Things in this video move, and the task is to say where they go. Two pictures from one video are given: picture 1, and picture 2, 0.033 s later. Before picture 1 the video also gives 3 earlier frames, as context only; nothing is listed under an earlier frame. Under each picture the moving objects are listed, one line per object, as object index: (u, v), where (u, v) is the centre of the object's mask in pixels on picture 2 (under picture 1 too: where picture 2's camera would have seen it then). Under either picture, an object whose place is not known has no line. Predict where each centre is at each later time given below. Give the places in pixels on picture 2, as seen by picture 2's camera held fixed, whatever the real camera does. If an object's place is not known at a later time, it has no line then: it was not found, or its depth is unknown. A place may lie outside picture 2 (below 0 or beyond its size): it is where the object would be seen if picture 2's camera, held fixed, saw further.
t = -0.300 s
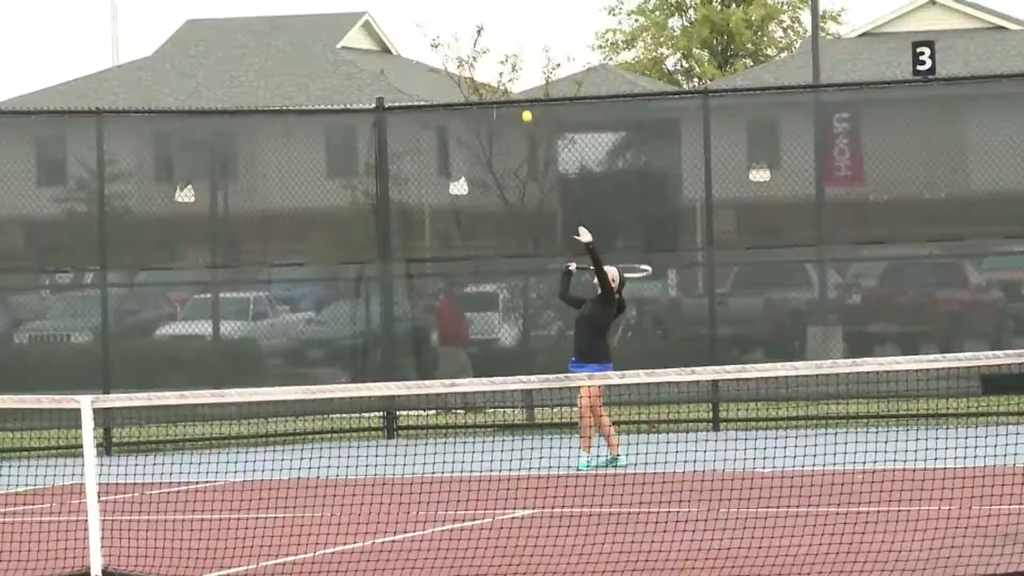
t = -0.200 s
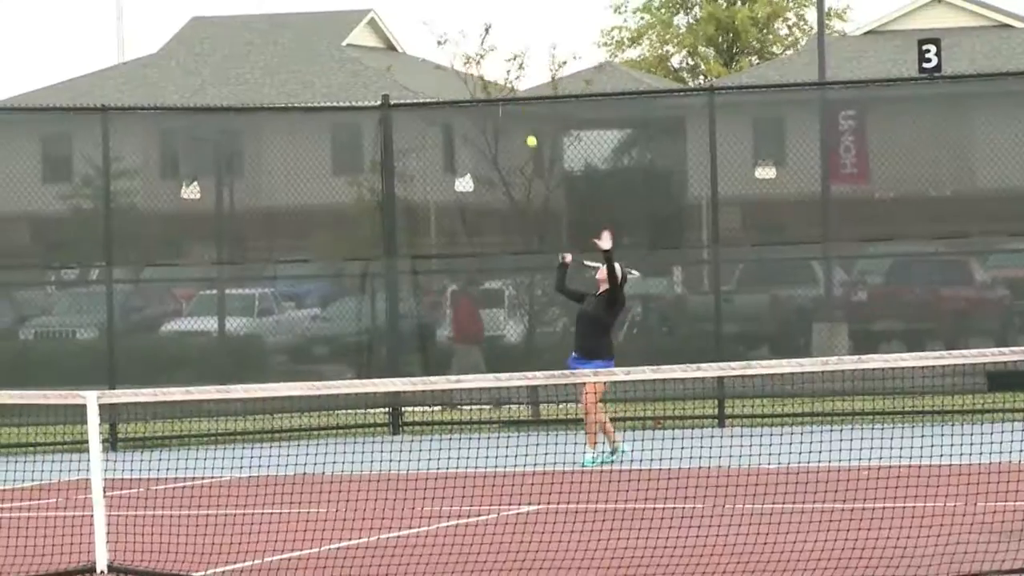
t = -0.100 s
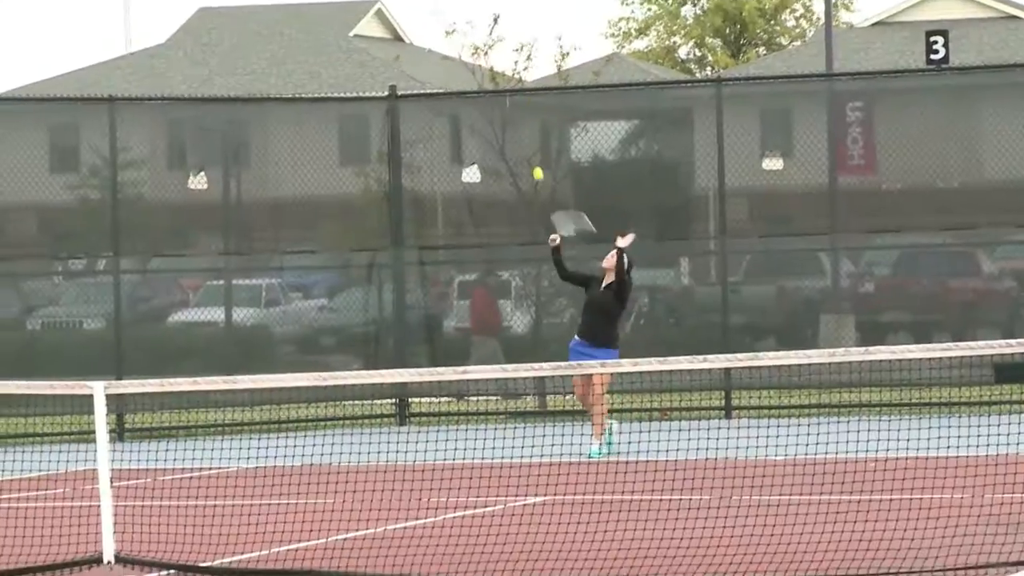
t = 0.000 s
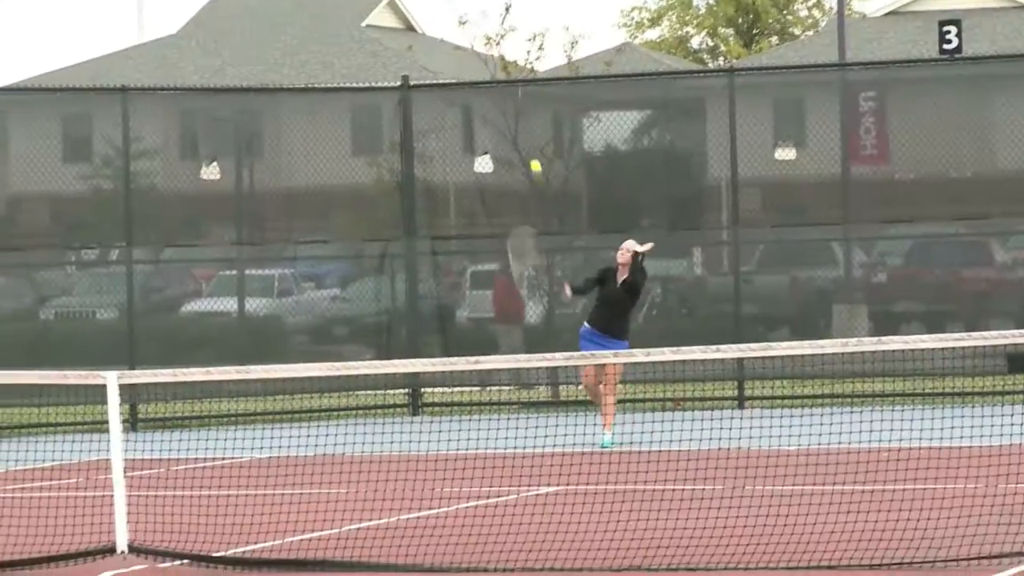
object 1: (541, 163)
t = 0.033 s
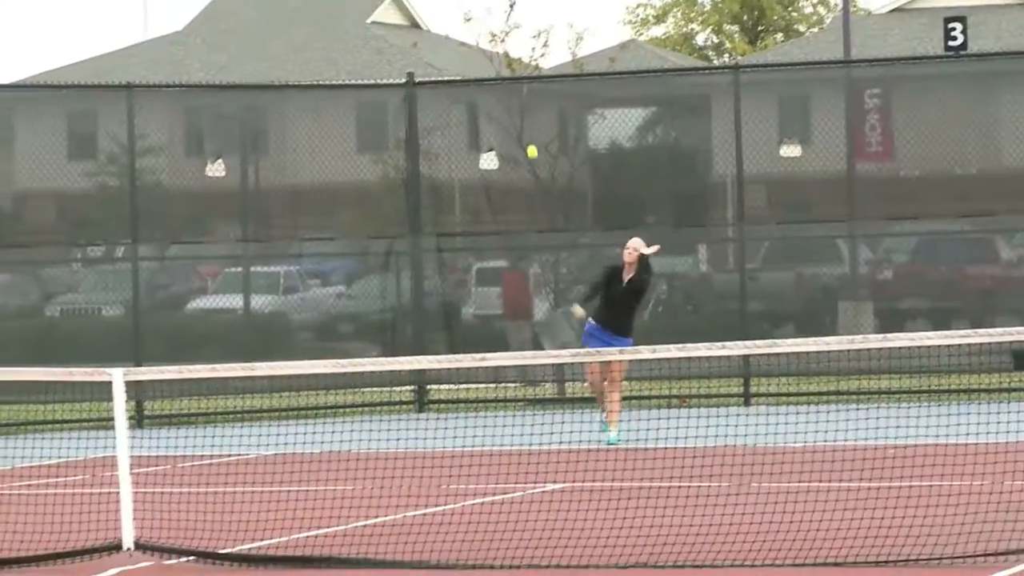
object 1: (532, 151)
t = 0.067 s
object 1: (523, 141)
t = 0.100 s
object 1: (513, 132)
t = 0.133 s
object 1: (504, 124)
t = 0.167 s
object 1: (494, 117)
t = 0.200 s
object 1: (484, 111)
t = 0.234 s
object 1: (473, 107)
